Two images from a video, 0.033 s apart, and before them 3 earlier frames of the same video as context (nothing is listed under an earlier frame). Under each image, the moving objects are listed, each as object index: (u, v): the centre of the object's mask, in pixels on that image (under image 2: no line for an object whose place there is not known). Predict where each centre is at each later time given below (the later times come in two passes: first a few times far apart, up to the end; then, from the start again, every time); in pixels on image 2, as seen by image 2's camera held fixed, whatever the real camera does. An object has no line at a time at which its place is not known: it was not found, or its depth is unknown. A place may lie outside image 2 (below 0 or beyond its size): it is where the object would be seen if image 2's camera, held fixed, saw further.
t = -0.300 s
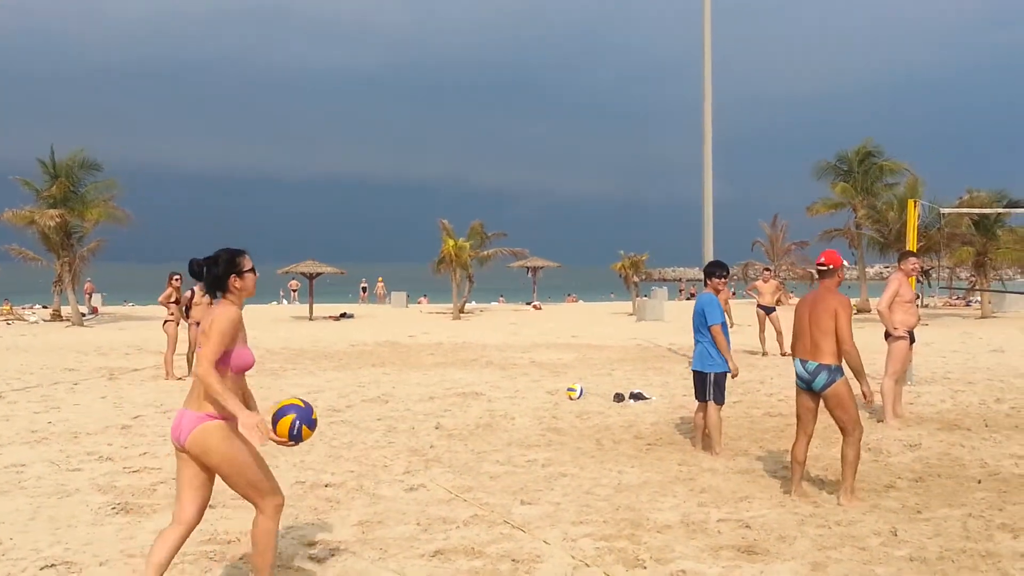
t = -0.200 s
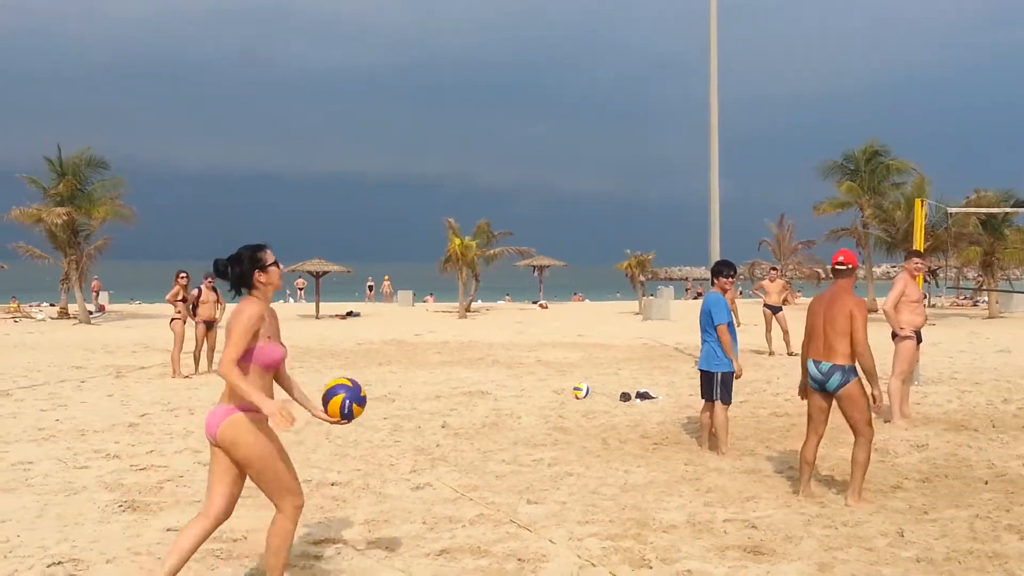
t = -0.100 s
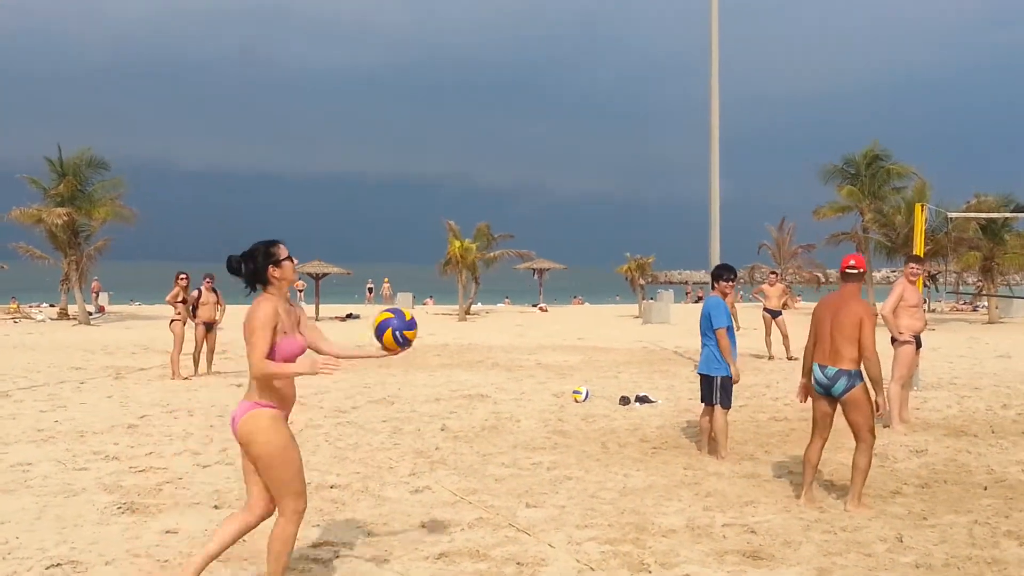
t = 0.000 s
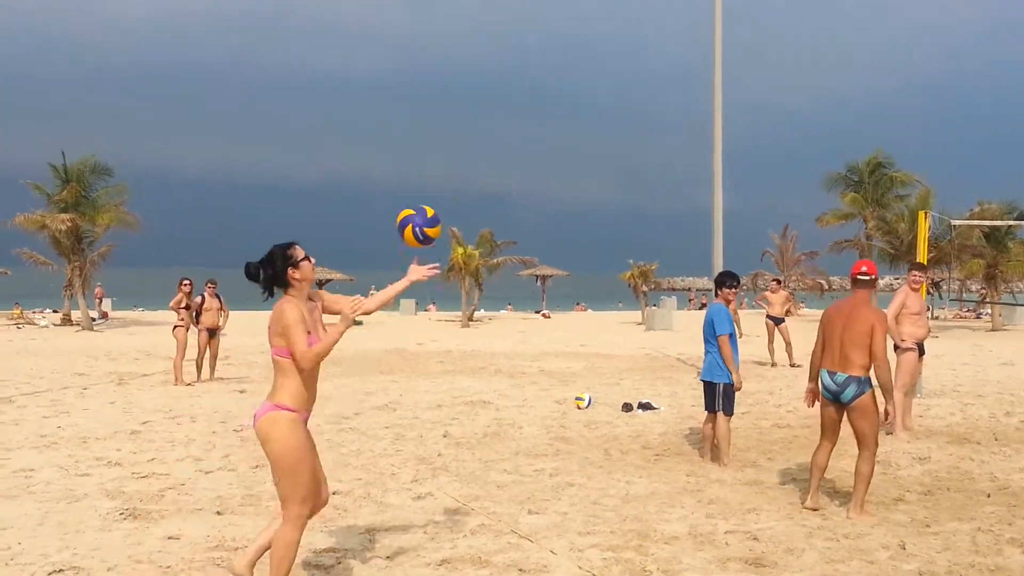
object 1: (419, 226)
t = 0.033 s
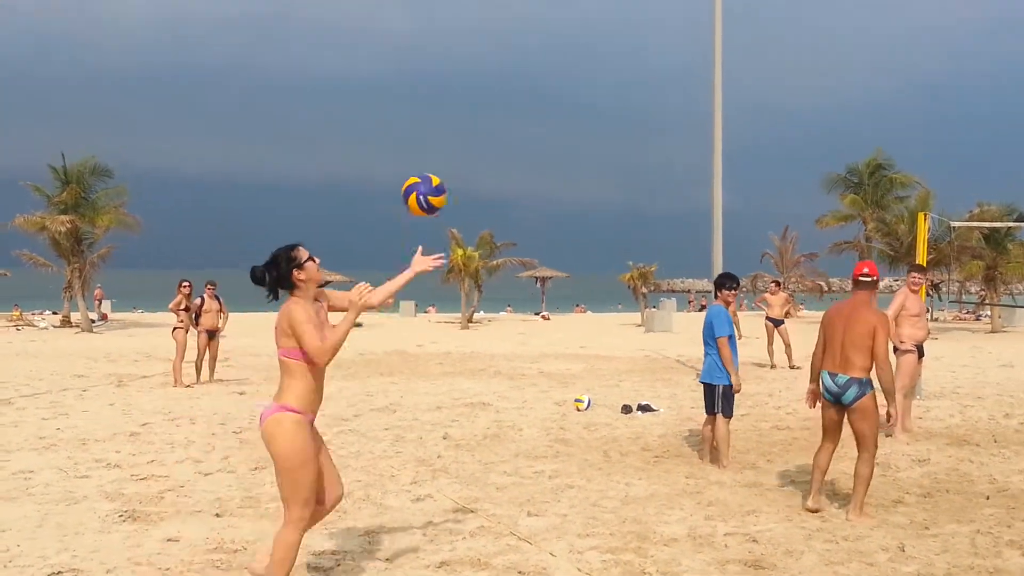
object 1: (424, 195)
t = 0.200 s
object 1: (454, 61)
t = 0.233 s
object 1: (460, 40)
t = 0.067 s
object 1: (431, 164)
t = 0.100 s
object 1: (437, 135)
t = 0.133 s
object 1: (443, 109)
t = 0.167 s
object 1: (447, 84)
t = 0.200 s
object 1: (454, 61)
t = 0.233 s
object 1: (460, 40)
